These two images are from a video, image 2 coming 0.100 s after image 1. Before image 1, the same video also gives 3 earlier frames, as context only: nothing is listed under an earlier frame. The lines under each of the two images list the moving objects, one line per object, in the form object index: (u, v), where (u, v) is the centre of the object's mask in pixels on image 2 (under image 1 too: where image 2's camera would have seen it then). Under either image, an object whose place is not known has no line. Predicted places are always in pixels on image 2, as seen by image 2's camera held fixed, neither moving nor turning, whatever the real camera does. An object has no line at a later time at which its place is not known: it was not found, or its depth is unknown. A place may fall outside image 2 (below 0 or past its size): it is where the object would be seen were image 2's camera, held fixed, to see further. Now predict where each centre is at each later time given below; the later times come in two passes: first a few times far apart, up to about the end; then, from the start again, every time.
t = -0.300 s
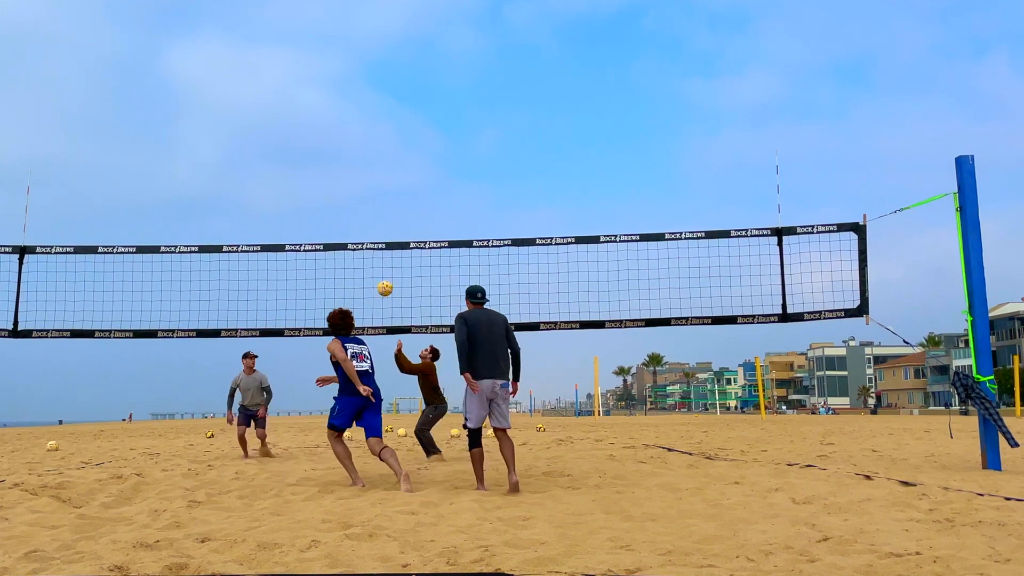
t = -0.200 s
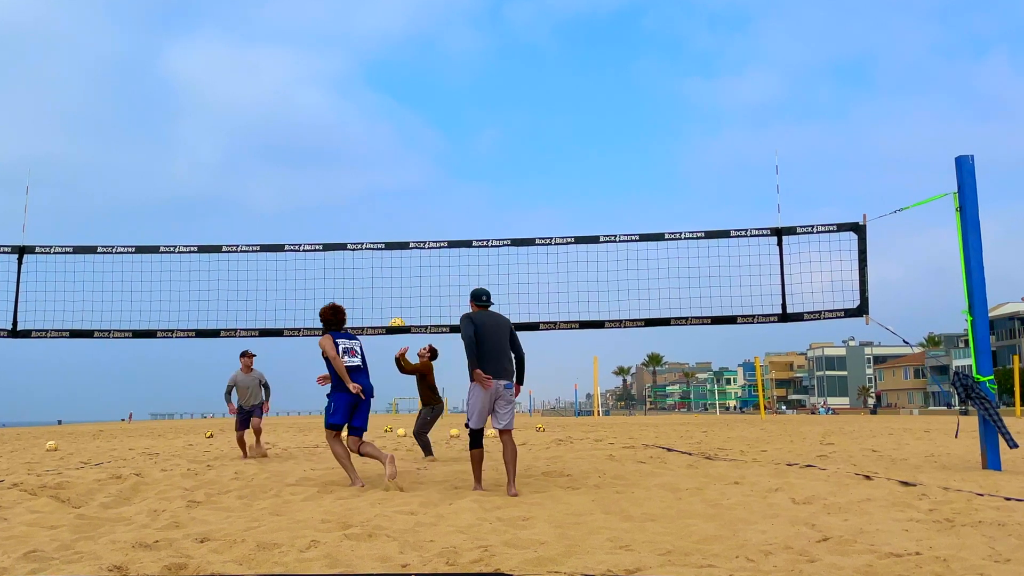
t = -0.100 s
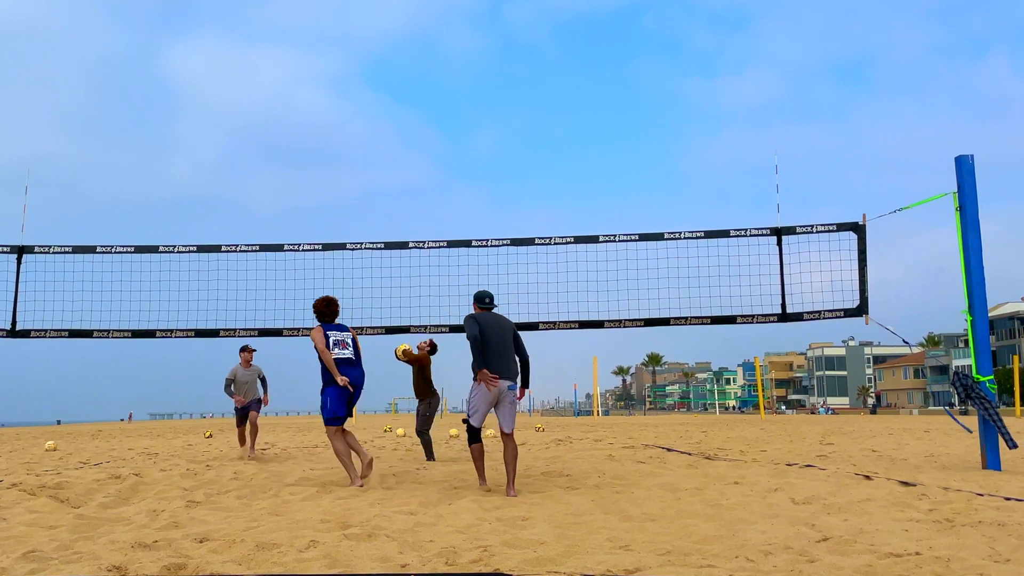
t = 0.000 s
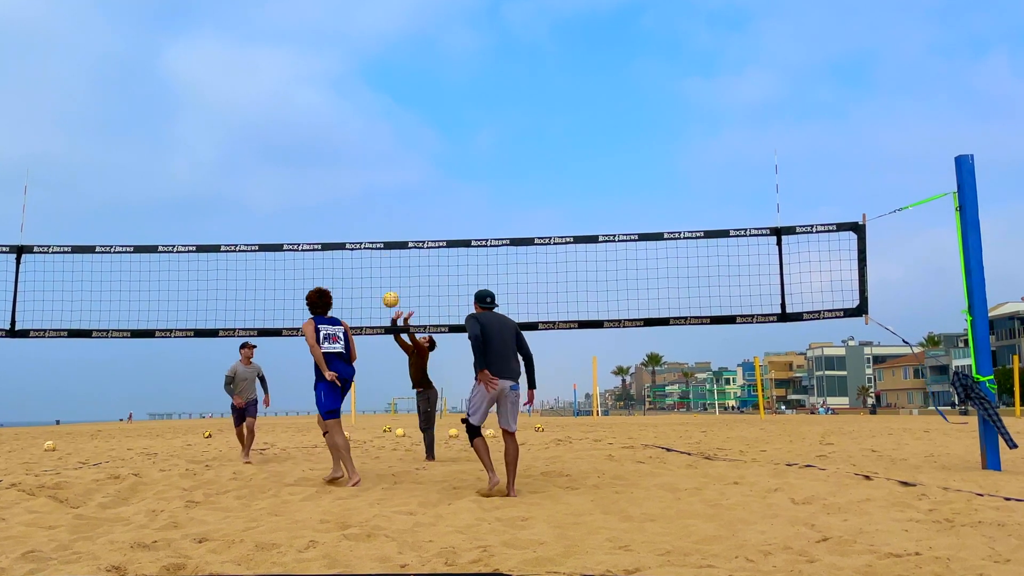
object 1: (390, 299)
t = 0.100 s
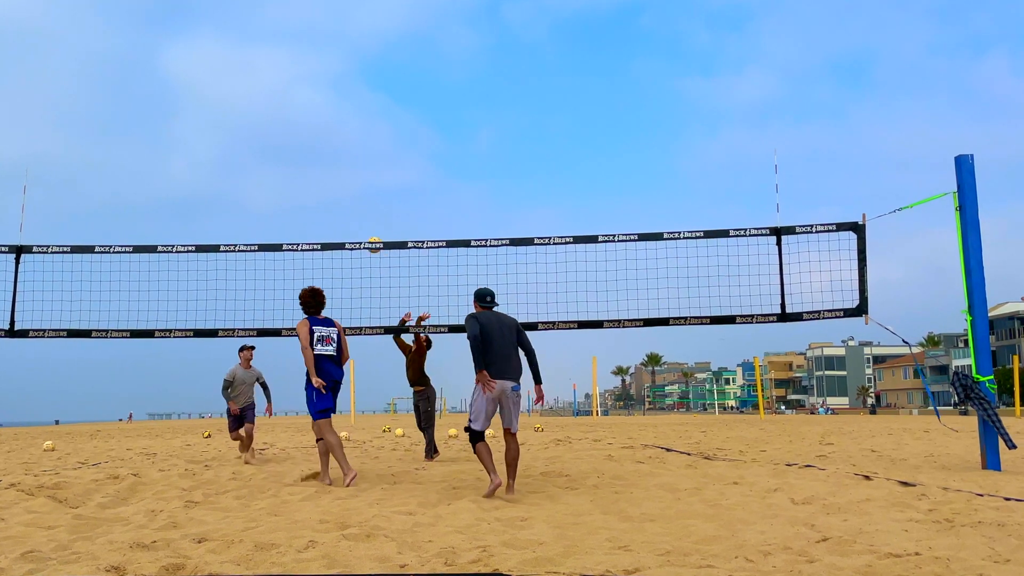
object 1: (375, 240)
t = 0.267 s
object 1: (349, 169)
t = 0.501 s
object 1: (315, 93)
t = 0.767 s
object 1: (276, 52)
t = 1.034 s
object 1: (236, 63)
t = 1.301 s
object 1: (193, 132)
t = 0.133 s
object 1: (369, 228)
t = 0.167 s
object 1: (364, 212)
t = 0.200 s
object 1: (359, 197)
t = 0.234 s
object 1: (354, 182)
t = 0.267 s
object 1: (349, 169)
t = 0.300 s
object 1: (344, 156)
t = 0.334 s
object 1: (339, 143)
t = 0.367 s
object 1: (334, 132)
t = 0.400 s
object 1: (330, 121)
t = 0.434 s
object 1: (325, 111)
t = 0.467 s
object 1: (320, 102)
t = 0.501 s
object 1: (315, 93)
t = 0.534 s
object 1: (311, 85)
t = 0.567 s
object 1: (306, 78)
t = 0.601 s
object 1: (301, 72)
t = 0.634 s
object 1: (296, 66)
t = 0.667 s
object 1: (291, 61)
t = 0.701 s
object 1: (286, 57)
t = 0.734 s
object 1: (281, 54)
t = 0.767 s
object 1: (276, 52)
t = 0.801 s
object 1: (271, 50)
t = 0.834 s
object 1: (266, 49)
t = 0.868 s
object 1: (261, 50)
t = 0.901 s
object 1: (256, 50)
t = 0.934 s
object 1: (251, 52)
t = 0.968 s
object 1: (246, 55)
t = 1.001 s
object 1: (241, 58)
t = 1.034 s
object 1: (236, 63)
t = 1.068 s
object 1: (231, 68)
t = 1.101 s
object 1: (225, 75)
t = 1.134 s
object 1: (220, 82)
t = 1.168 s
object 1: (215, 90)
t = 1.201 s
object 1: (209, 99)
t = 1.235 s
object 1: (204, 109)
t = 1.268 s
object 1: (198, 120)
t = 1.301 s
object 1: (193, 132)
